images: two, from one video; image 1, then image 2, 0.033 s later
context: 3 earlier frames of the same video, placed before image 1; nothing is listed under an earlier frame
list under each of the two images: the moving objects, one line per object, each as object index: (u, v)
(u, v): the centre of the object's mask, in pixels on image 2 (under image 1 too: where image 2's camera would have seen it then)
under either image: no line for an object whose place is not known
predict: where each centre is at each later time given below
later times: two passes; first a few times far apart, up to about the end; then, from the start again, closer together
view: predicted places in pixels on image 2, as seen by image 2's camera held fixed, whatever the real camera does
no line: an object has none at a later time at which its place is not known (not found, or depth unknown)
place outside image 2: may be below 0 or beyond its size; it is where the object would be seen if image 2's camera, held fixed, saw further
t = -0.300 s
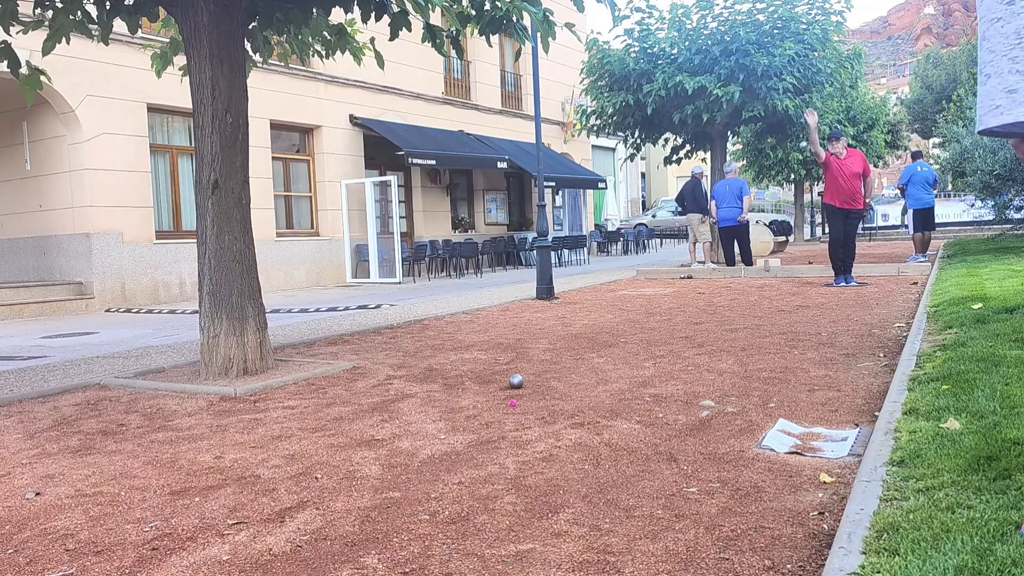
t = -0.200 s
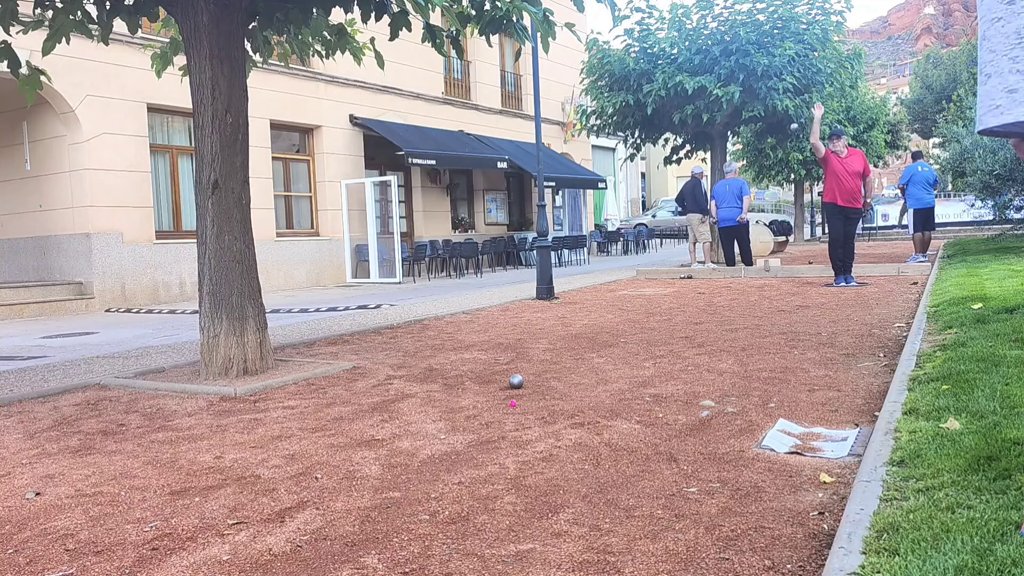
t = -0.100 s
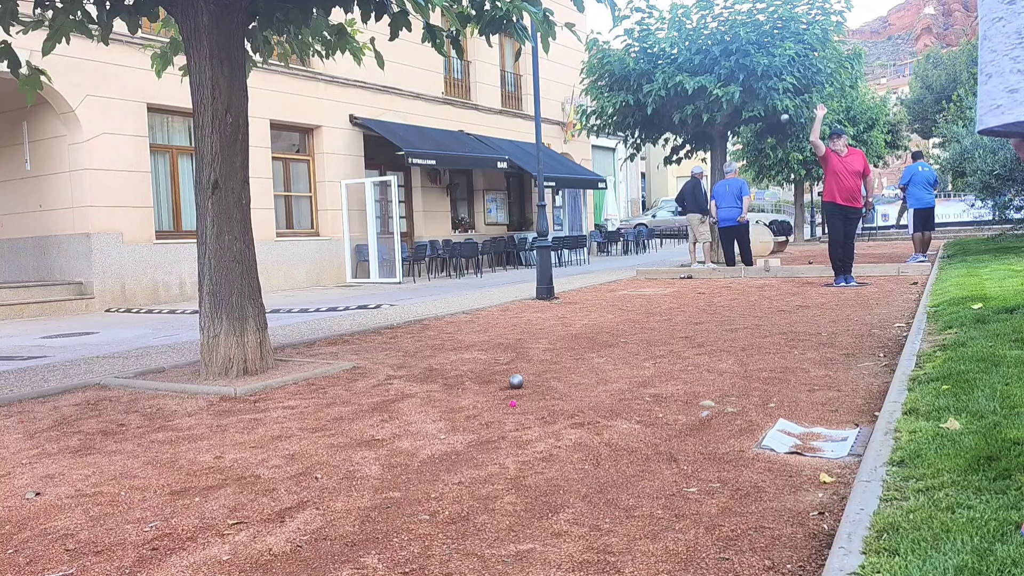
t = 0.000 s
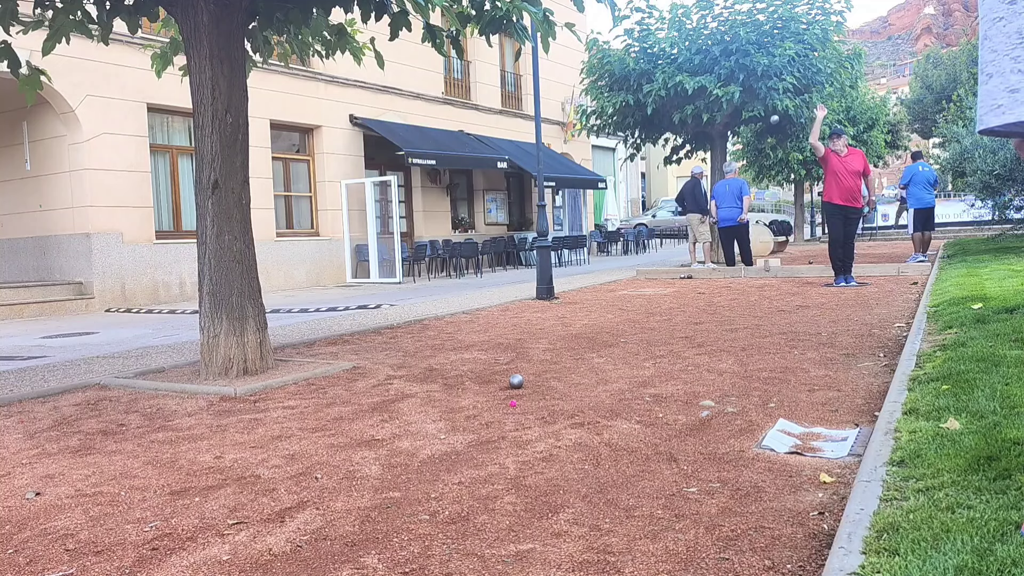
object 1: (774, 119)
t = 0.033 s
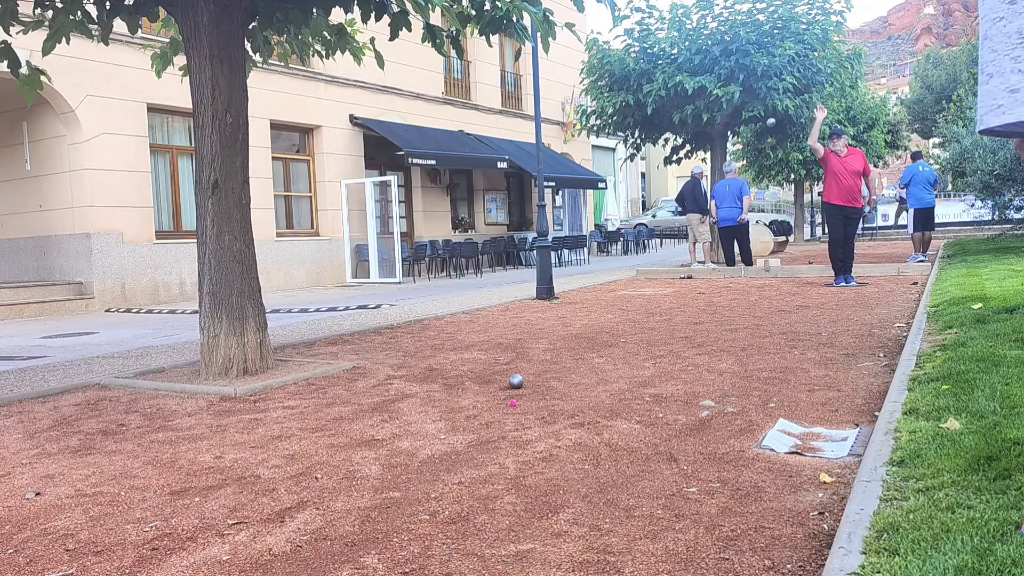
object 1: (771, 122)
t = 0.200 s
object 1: (752, 159)
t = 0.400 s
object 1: (727, 264)
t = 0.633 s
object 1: (700, 336)
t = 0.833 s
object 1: (685, 342)
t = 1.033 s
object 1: (669, 348)
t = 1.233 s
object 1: (648, 355)
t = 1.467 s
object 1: (625, 364)
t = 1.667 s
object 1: (603, 370)
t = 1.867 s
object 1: (584, 376)
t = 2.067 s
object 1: (565, 380)
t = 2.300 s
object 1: (544, 384)
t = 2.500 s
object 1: (528, 388)
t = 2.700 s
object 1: (512, 392)
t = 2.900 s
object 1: (502, 393)
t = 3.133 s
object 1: (498, 393)
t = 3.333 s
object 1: (498, 393)
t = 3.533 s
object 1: (498, 393)
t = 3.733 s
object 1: (498, 393)
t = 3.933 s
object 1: (498, 393)
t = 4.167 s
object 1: (498, 393)
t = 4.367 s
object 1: (498, 393)
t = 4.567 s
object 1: (498, 394)
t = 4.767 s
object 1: (498, 394)
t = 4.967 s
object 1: (498, 394)
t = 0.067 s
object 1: (765, 130)
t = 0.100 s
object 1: (764, 133)
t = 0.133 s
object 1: (760, 141)
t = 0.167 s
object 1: (754, 154)
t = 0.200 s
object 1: (752, 159)
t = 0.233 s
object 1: (748, 172)
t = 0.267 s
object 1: (745, 186)
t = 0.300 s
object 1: (740, 203)
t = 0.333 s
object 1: (736, 220)
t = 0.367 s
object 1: (731, 241)
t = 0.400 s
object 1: (727, 264)
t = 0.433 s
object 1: (721, 289)
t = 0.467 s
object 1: (718, 317)
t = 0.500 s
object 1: (712, 330)
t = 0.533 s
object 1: (710, 329)
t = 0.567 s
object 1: (707, 329)
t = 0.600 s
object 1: (704, 330)
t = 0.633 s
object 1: (700, 336)
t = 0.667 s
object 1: (697, 336)
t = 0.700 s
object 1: (695, 338)
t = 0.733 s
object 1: (693, 338)
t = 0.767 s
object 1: (690, 340)
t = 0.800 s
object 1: (688, 341)
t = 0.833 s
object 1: (685, 342)
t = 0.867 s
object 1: (682, 344)
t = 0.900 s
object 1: (680, 344)
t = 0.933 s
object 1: (678, 346)
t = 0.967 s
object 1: (675, 347)
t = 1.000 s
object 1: (672, 348)
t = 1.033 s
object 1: (669, 348)
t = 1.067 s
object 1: (665, 348)
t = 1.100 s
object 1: (662, 351)
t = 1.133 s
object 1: (657, 353)
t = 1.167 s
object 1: (654, 354)
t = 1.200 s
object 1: (652, 355)
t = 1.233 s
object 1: (648, 355)
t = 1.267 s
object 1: (643, 357)
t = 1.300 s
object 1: (642, 357)
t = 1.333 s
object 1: (636, 360)
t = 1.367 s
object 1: (635, 360)
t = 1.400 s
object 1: (631, 362)
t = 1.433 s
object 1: (626, 363)
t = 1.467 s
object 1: (625, 364)
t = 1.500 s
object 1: (621, 365)
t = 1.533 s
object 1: (617, 366)
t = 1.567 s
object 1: (613, 368)
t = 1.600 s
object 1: (612, 368)
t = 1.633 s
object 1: (608, 369)
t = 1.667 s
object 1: (603, 370)
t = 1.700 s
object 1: (602, 371)
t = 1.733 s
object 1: (598, 372)
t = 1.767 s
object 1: (595, 373)
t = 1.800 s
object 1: (592, 373)
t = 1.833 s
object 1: (588, 375)
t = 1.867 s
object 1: (584, 376)
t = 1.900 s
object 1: (582, 376)
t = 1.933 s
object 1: (577, 378)
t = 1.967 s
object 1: (573, 378)
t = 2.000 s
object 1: (572, 378)
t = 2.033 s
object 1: (568, 379)
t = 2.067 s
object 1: (565, 380)
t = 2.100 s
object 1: (562, 381)
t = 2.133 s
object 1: (558, 381)
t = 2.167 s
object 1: (555, 382)
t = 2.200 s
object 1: (552, 383)
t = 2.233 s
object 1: (549, 383)
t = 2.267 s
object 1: (546, 384)
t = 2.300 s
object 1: (544, 384)
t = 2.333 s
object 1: (541, 384)
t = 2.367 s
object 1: (538, 385)
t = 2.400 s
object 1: (536, 386)
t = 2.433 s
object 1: (533, 387)
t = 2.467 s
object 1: (529, 388)
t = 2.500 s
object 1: (528, 388)
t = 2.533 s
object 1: (525, 389)
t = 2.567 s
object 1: (522, 390)
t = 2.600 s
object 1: (520, 390)
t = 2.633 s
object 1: (518, 391)
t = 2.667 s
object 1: (515, 391)
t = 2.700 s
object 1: (512, 392)
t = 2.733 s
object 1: (511, 392)
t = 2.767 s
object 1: (509, 392)
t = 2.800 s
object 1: (507, 392)
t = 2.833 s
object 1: (506, 392)
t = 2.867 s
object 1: (504, 393)
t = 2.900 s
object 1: (502, 393)
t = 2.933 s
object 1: (501, 393)
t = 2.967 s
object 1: (500, 393)
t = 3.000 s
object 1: (499, 393)
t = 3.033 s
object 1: (499, 393)
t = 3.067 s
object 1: (499, 393)
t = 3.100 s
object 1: (498, 393)
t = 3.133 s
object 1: (498, 393)
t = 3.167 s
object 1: (498, 393)
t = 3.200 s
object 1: (498, 393)
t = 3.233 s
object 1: (498, 393)
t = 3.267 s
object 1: (498, 393)
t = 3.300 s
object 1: (498, 393)
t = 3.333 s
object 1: (498, 393)
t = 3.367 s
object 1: (498, 393)
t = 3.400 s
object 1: (498, 393)
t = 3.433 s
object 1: (498, 393)
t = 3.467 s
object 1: (498, 393)
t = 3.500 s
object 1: (498, 393)
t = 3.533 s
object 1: (498, 393)
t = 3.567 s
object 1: (498, 393)
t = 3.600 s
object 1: (498, 393)
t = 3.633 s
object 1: (498, 393)
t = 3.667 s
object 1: (498, 393)
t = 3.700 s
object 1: (498, 393)
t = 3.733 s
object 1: (498, 393)
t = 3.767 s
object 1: (498, 393)
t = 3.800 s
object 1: (498, 393)
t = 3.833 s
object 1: (498, 393)
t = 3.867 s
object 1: (498, 393)
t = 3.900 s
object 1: (498, 393)
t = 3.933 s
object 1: (498, 393)
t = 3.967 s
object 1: (498, 393)
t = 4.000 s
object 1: (498, 393)
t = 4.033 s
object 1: (498, 393)
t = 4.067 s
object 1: (498, 393)
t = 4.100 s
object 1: (498, 393)
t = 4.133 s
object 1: (498, 393)
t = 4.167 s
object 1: (498, 393)
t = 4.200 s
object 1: (498, 393)
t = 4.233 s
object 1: (498, 393)
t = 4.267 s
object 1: (498, 393)
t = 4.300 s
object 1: (498, 393)
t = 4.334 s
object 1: (498, 393)
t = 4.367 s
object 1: (498, 393)
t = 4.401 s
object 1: (498, 393)
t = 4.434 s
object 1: (498, 393)
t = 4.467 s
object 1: (498, 393)
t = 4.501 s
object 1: (498, 394)
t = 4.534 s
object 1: (498, 394)
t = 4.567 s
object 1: (498, 394)
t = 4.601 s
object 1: (498, 394)
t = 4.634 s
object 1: (498, 394)
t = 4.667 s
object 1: (498, 394)
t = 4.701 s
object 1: (498, 394)
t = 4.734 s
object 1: (498, 394)
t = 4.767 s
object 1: (498, 394)
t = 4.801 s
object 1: (498, 394)
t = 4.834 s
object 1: (498, 394)
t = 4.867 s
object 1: (498, 394)
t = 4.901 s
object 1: (498, 394)
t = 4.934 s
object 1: (498, 394)
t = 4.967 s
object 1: (498, 394)
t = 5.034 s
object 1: (498, 393)
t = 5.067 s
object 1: (498, 393)
